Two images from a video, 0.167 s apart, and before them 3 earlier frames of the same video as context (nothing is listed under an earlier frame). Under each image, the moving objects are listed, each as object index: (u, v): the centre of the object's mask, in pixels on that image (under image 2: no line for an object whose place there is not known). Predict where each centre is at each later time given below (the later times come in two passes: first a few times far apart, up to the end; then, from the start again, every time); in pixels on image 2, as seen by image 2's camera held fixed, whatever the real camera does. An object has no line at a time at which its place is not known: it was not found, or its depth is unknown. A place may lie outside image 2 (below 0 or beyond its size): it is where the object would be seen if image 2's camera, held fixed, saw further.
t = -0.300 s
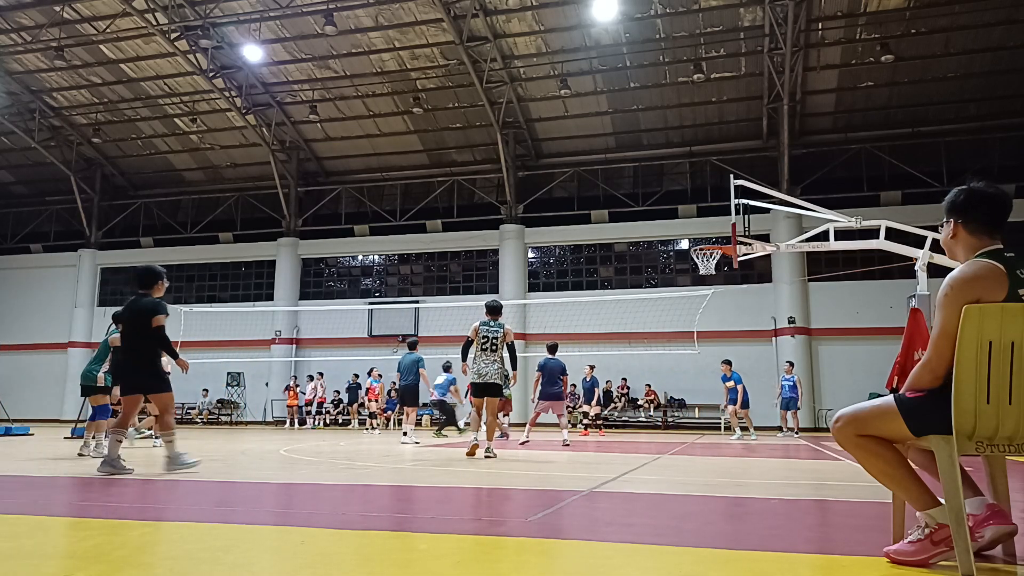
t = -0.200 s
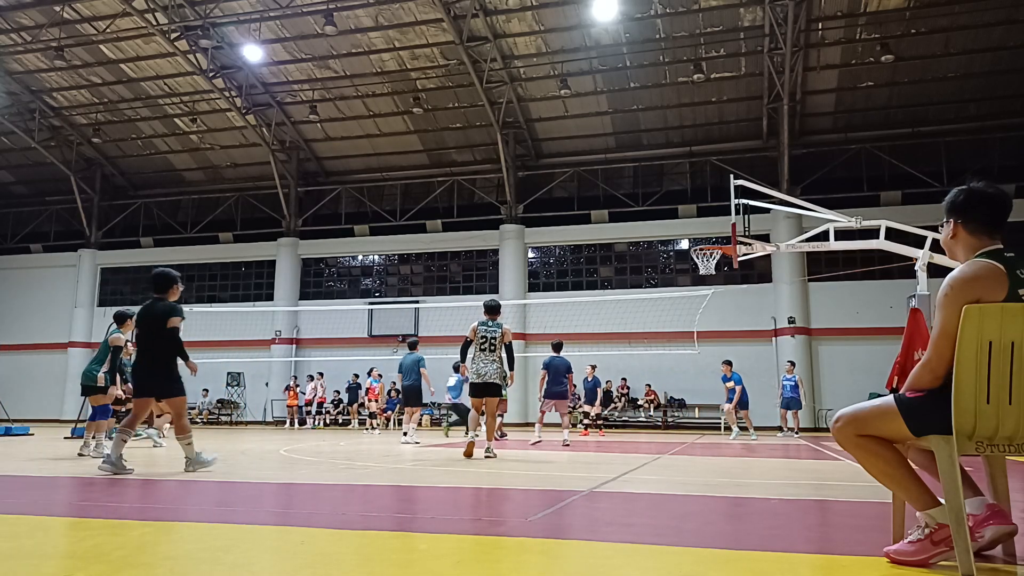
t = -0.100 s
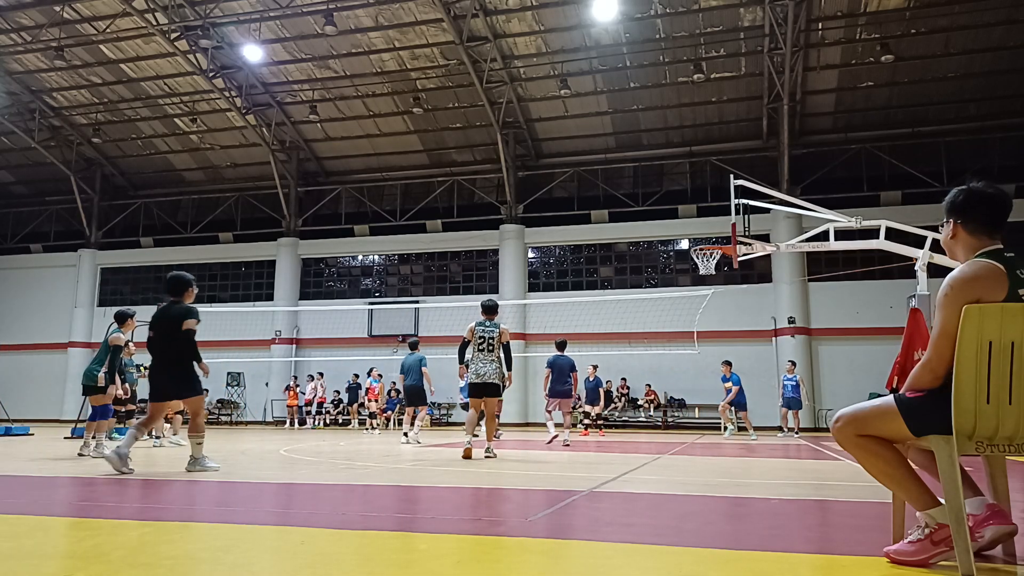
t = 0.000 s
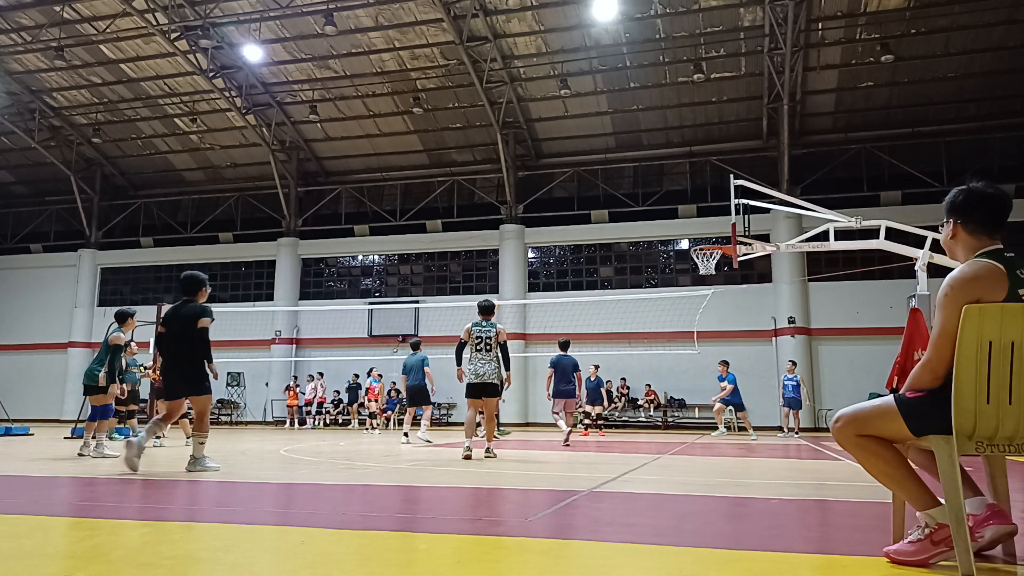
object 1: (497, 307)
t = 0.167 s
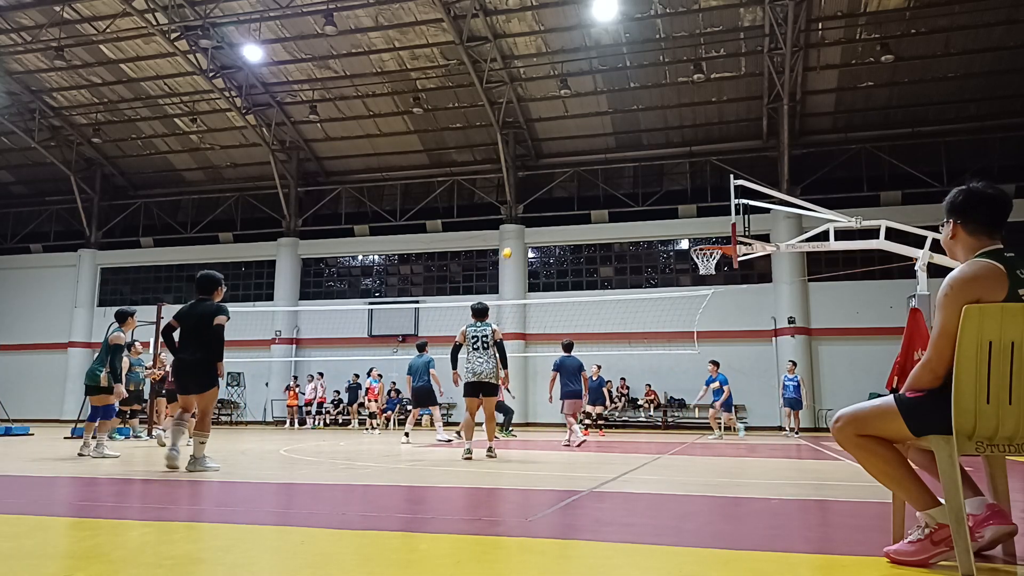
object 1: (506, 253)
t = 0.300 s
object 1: (516, 220)
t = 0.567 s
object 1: (535, 181)
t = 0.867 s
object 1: (557, 175)
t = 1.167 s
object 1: (581, 214)
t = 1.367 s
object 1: (598, 268)
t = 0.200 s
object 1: (509, 244)
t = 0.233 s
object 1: (512, 235)
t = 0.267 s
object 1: (514, 228)
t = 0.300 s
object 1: (516, 220)
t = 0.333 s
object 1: (518, 214)
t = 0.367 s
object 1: (521, 208)
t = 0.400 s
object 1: (523, 202)
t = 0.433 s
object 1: (526, 197)
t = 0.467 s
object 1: (528, 192)
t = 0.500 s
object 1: (530, 188)
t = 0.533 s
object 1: (533, 184)
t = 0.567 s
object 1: (535, 181)
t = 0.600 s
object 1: (537, 178)
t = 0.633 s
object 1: (540, 176)
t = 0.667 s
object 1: (542, 174)
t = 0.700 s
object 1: (545, 173)
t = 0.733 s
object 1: (547, 172)
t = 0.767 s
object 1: (550, 172)
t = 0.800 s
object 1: (552, 172)
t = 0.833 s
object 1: (555, 173)
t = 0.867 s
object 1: (557, 175)
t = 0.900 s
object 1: (560, 177)
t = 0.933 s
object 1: (562, 179)
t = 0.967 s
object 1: (565, 183)
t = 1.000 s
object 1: (567, 187)
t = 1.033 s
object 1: (570, 191)
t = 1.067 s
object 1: (573, 196)
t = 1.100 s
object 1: (576, 201)
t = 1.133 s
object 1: (579, 207)
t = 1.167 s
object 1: (581, 214)
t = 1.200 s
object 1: (584, 221)
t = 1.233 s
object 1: (586, 228)
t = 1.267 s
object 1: (589, 238)
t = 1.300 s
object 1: (593, 247)
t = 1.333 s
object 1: (595, 258)
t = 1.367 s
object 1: (598, 268)
